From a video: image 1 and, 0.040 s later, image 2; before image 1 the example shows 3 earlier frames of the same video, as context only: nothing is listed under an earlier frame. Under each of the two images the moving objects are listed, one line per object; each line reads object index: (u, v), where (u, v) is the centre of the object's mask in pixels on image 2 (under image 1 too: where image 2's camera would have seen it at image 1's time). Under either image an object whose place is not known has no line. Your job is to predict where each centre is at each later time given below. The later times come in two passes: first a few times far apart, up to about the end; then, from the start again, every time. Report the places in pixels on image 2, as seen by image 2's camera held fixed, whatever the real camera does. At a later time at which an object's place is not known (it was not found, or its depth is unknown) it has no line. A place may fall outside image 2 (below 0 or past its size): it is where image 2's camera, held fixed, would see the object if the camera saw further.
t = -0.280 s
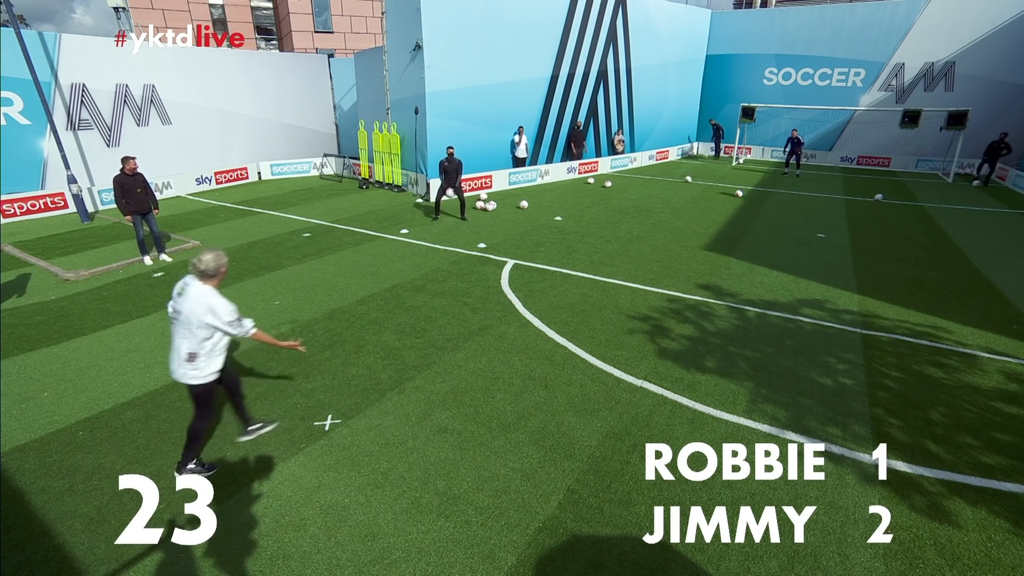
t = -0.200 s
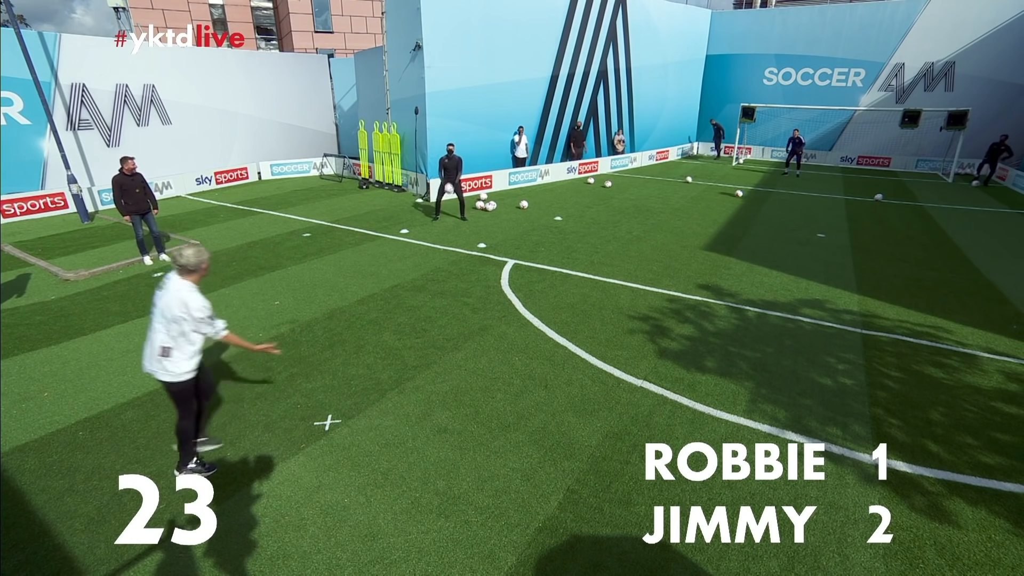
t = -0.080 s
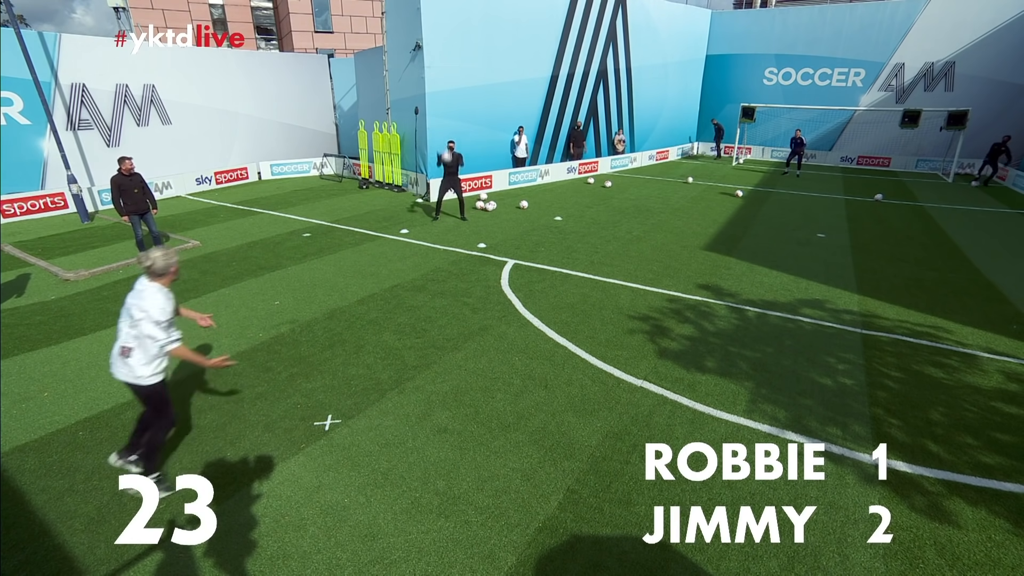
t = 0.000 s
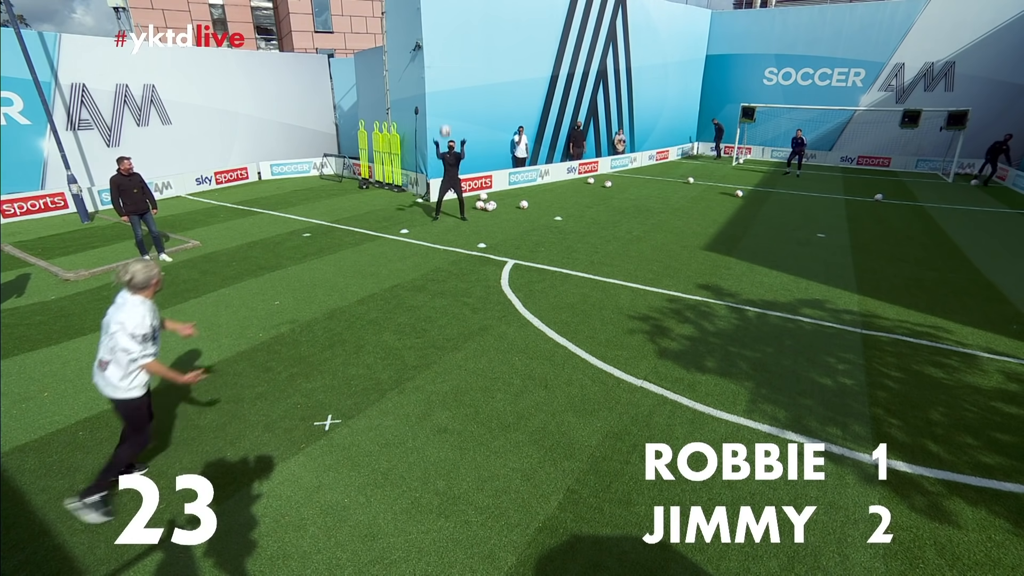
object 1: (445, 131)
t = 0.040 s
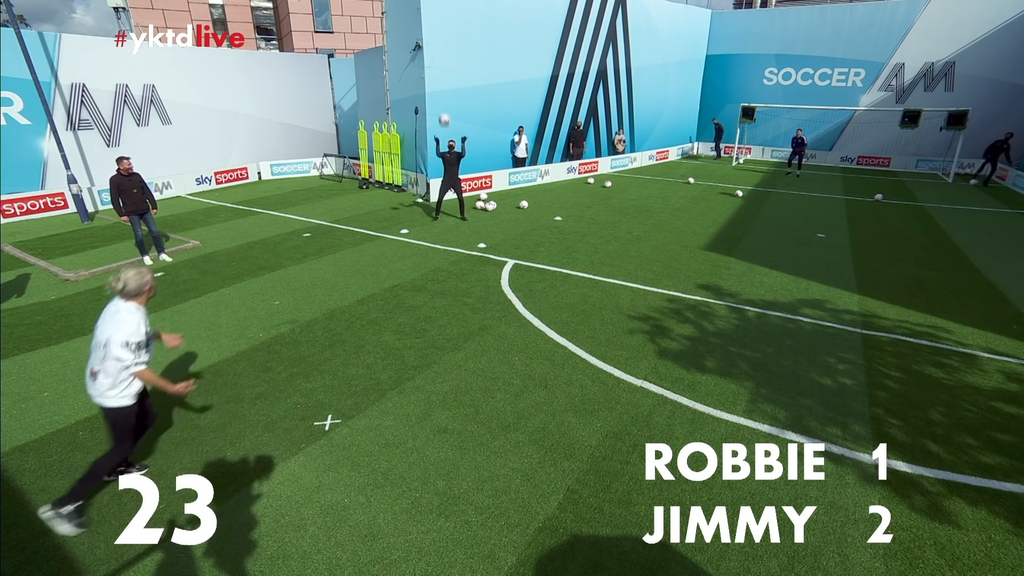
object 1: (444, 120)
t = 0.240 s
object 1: (440, 68)
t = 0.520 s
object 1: (434, 21)
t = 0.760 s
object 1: (428, 23)
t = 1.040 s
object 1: (420, 103)
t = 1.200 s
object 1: (416, 199)
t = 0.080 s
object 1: (443, 108)
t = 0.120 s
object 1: (442, 98)
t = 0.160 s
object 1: (441, 87)
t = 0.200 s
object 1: (441, 77)
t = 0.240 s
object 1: (440, 68)
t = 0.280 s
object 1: (439, 59)
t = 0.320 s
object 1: (438, 50)
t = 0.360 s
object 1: (437, 43)
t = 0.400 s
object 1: (436, 36)
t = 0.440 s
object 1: (435, 30)
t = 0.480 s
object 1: (435, 25)
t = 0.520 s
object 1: (434, 21)
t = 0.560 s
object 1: (433, 18)
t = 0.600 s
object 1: (432, 17)
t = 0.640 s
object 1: (431, 16)
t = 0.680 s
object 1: (430, 17)
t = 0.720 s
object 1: (429, 20)
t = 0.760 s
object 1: (428, 23)
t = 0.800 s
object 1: (427, 29)
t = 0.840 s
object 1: (425, 36)
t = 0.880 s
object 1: (424, 45)
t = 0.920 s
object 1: (423, 56)
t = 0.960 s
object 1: (422, 69)
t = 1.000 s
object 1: (420, 85)
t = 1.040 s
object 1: (420, 103)
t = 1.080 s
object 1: (419, 124)
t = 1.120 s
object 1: (418, 145)
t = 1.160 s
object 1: (417, 171)
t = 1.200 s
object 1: (416, 199)
